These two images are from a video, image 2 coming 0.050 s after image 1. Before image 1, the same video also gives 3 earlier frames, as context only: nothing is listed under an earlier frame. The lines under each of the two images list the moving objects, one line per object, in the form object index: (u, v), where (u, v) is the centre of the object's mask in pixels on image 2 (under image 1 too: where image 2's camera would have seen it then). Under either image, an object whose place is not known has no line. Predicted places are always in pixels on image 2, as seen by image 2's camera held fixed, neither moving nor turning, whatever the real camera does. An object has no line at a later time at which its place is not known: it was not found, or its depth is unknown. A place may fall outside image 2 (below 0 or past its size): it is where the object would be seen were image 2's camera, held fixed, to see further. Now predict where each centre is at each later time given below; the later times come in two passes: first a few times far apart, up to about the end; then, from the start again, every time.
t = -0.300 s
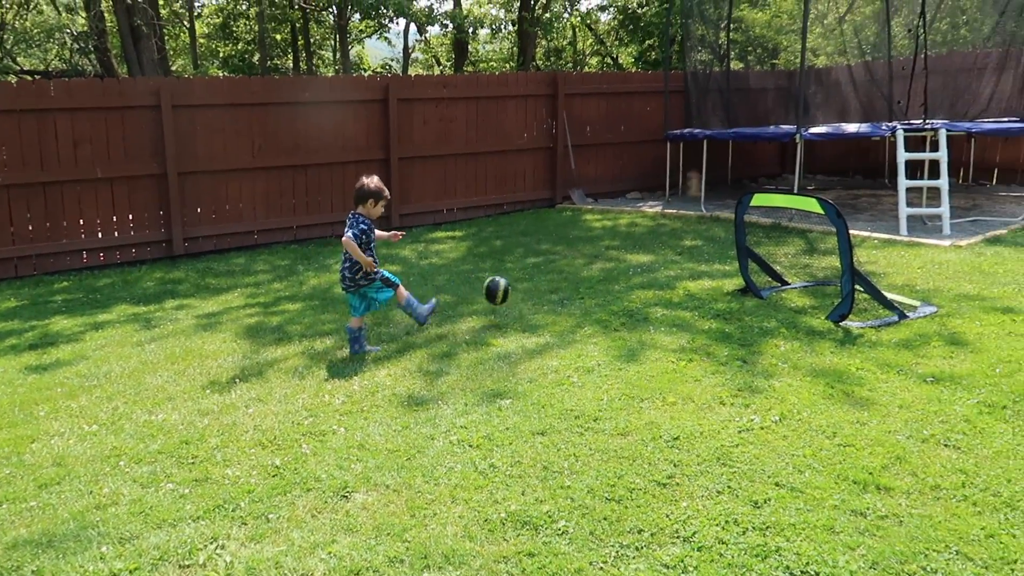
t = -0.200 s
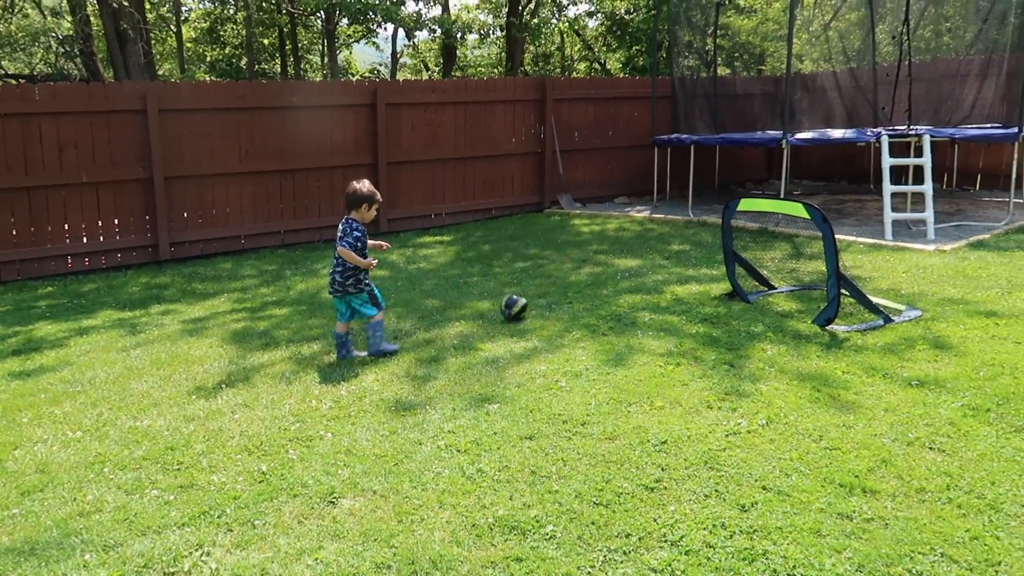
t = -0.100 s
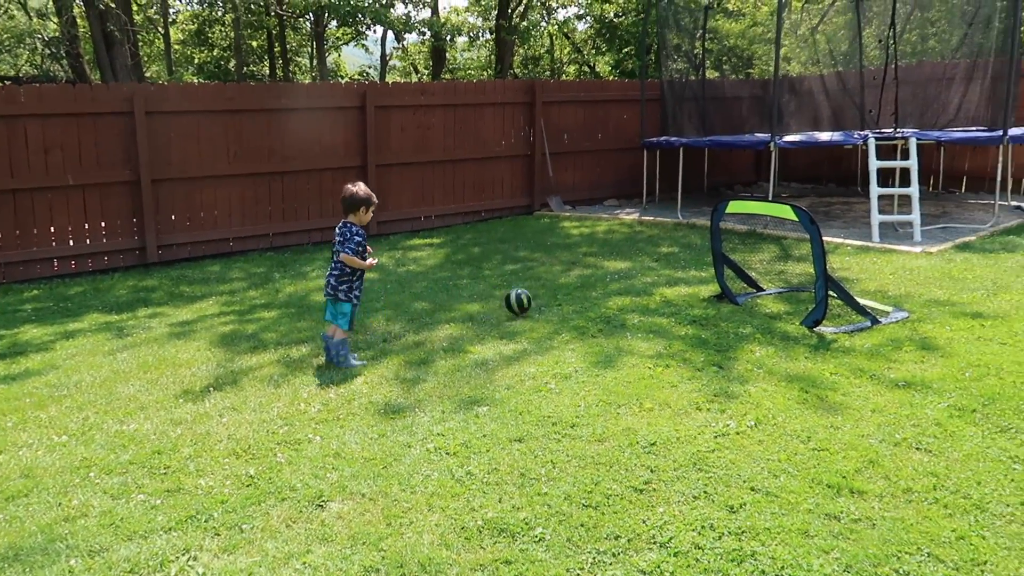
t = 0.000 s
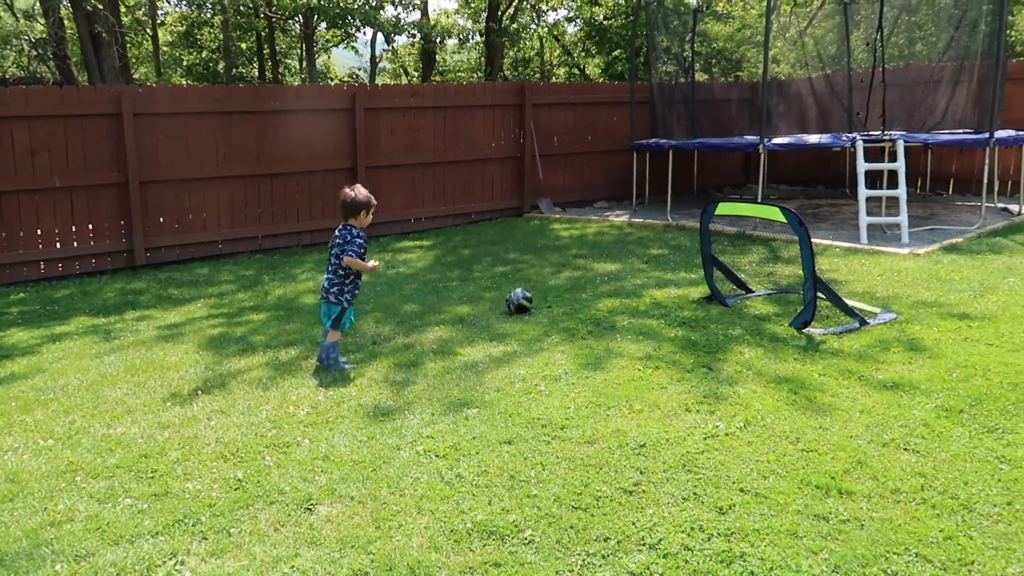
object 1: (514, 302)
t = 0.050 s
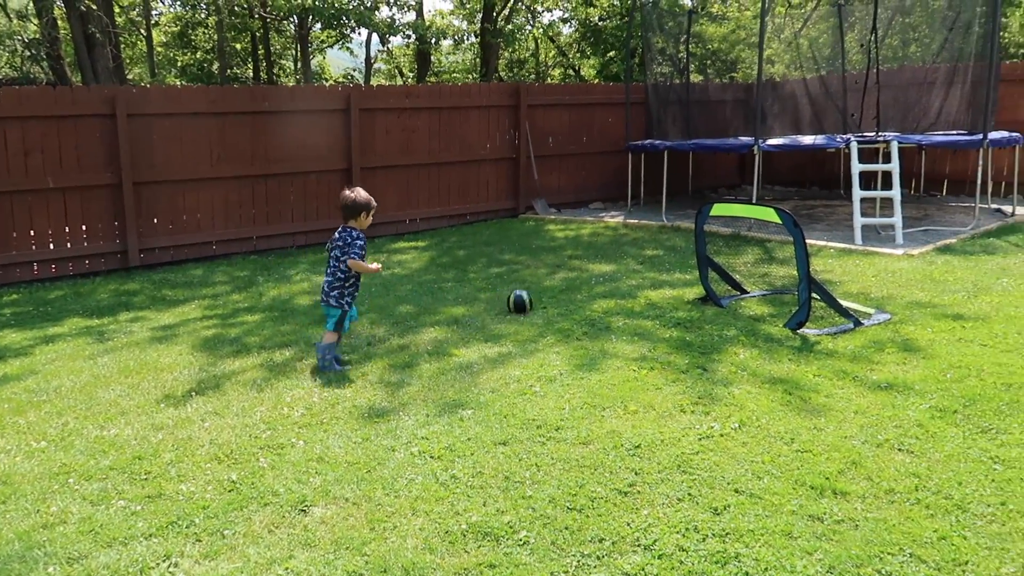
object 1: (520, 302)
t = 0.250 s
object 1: (537, 292)
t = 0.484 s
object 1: (550, 284)
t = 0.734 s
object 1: (557, 279)
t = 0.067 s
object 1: (521, 301)
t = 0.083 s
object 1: (523, 299)
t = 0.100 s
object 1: (524, 298)
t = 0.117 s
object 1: (526, 296)
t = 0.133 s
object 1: (527, 294)
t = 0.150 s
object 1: (529, 293)
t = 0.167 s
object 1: (530, 292)
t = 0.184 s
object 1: (532, 292)
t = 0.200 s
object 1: (533, 292)
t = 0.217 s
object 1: (534, 292)
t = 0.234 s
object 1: (536, 292)
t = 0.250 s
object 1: (537, 292)
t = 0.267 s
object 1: (538, 291)
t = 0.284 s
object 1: (539, 290)
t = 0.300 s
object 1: (540, 289)
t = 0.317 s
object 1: (541, 288)
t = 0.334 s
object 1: (542, 288)
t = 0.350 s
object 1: (543, 287)
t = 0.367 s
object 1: (544, 287)
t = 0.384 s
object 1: (545, 286)
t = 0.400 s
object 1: (546, 286)
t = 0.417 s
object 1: (547, 286)
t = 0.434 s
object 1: (548, 286)
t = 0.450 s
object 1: (548, 285)
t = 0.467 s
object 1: (549, 285)
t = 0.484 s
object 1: (550, 284)
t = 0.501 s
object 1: (551, 284)
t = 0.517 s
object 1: (551, 283)
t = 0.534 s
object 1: (552, 283)
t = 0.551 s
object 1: (553, 282)
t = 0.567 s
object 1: (553, 282)
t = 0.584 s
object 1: (554, 282)
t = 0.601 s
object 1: (554, 282)
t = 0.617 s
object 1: (555, 281)
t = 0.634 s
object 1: (555, 281)
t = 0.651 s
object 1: (556, 281)
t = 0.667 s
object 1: (556, 281)
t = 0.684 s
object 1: (556, 280)
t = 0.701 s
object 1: (557, 280)
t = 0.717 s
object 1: (557, 279)
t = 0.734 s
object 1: (557, 279)
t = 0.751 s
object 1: (558, 279)
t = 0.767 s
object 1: (558, 279)
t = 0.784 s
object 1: (558, 278)
